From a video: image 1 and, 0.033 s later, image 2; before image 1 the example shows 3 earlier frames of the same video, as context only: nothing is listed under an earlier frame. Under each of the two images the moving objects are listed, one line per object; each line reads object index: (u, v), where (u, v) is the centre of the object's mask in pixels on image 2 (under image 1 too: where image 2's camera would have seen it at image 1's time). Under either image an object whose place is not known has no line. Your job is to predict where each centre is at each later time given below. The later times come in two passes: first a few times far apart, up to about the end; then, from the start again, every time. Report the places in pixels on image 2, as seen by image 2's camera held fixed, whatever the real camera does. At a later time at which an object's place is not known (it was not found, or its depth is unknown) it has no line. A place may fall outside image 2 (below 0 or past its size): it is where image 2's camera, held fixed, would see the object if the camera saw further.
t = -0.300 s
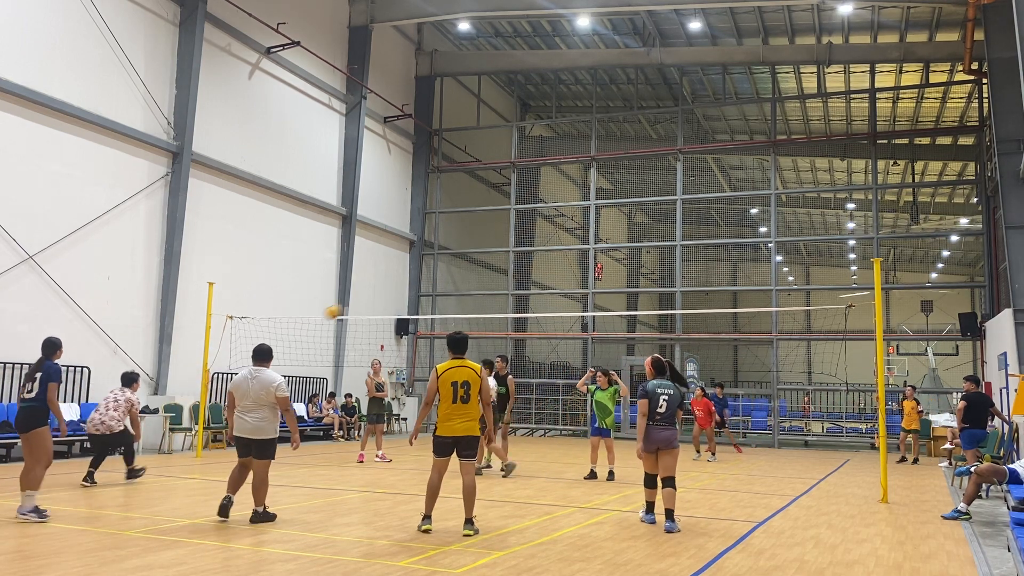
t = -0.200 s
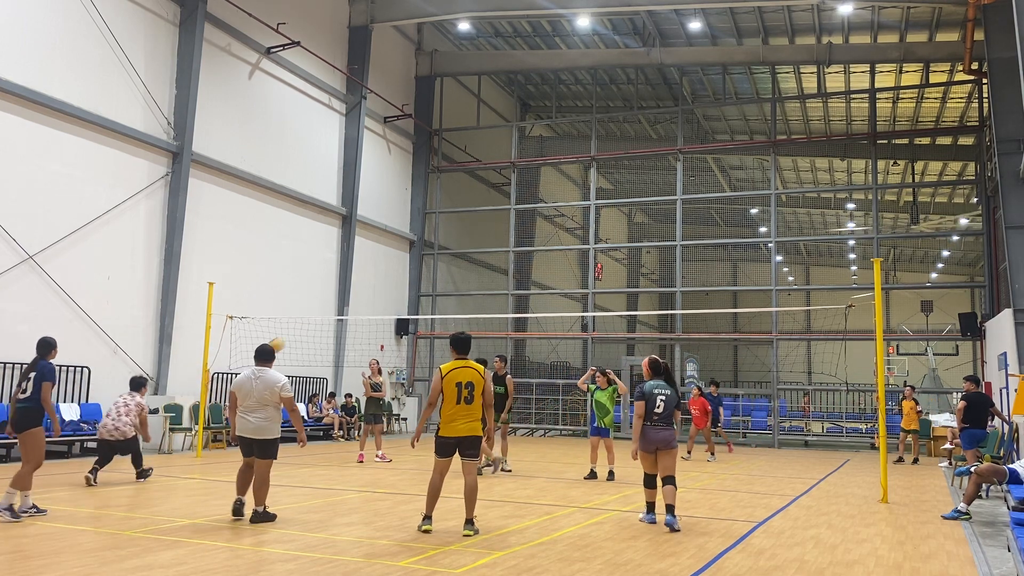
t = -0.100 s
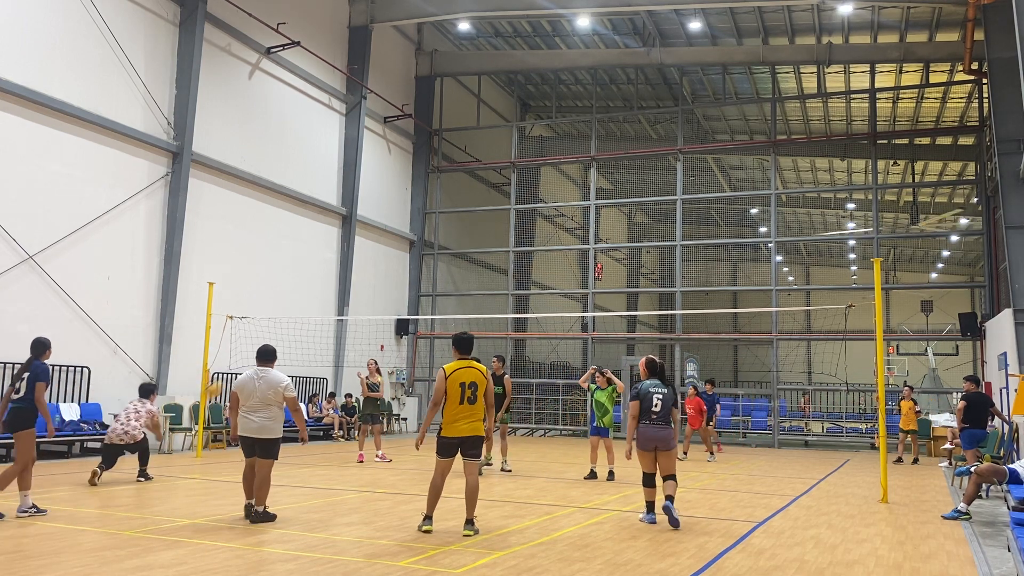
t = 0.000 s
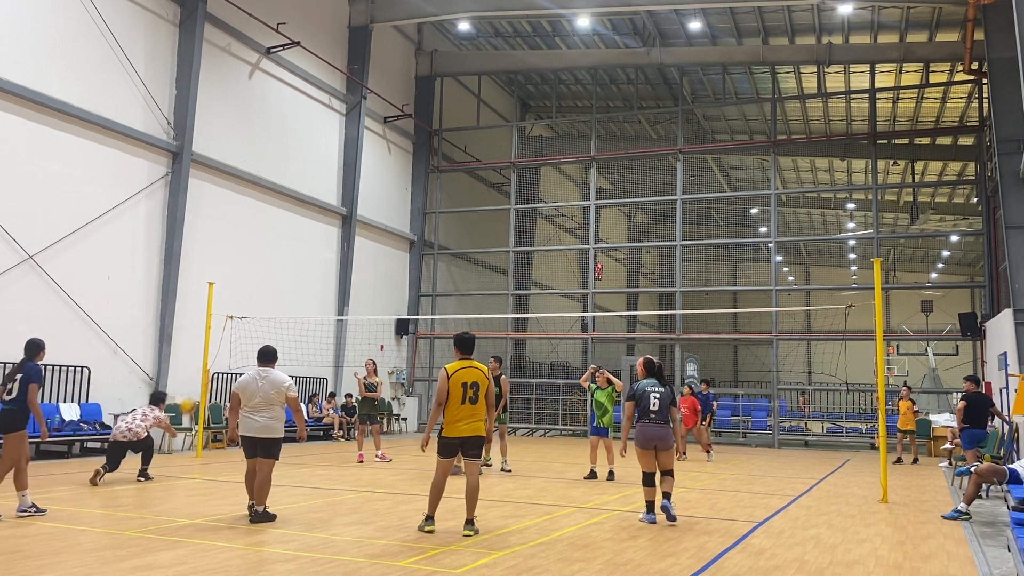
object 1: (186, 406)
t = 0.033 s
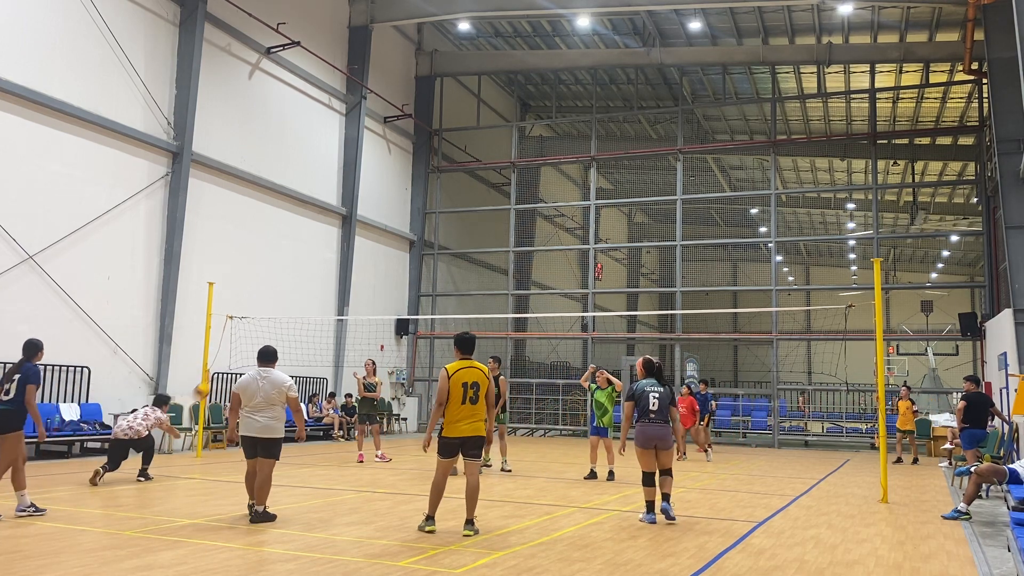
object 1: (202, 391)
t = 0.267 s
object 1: (290, 311)
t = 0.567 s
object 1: (390, 268)
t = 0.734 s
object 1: (441, 270)
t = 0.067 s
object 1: (214, 377)
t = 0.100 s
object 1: (229, 363)
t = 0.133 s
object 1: (241, 351)
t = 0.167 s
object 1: (254, 339)
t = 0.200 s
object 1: (266, 329)
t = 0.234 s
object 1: (279, 319)
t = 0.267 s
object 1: (290, 311)
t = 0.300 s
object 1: (303, 303)
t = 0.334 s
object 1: (314, 296)
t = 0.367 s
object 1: (325, 290)
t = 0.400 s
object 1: (337, 284)
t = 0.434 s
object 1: (348, 280)
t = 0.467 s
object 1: (359, 276)
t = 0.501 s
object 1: (370, 272)
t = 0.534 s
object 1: (380, 270)
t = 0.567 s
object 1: (390, 268)
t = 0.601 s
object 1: (401, 267)
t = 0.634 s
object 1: (411, 267)
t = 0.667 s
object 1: (421, 267)
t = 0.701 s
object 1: (430, 268)
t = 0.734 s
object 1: (441, 270)
